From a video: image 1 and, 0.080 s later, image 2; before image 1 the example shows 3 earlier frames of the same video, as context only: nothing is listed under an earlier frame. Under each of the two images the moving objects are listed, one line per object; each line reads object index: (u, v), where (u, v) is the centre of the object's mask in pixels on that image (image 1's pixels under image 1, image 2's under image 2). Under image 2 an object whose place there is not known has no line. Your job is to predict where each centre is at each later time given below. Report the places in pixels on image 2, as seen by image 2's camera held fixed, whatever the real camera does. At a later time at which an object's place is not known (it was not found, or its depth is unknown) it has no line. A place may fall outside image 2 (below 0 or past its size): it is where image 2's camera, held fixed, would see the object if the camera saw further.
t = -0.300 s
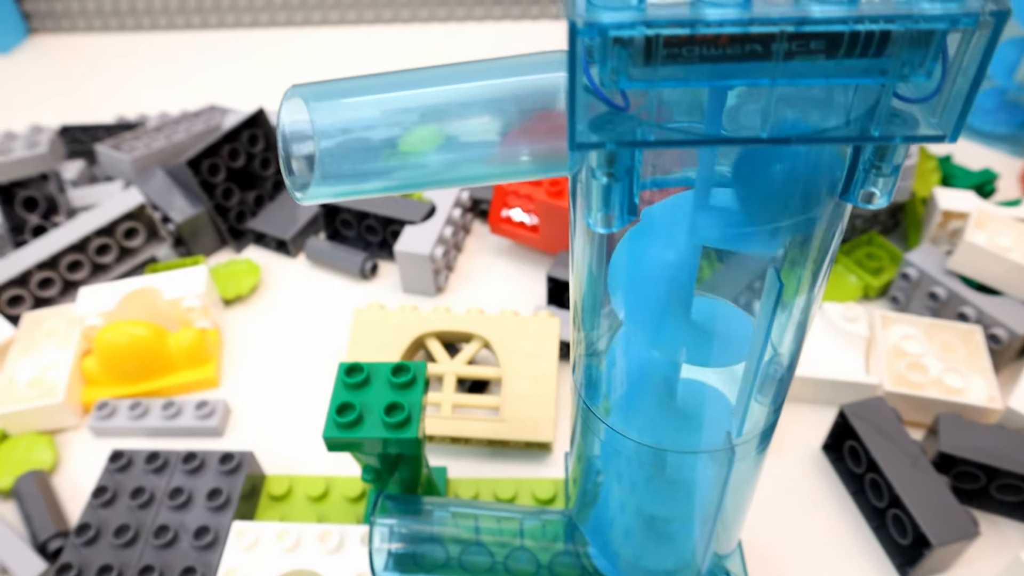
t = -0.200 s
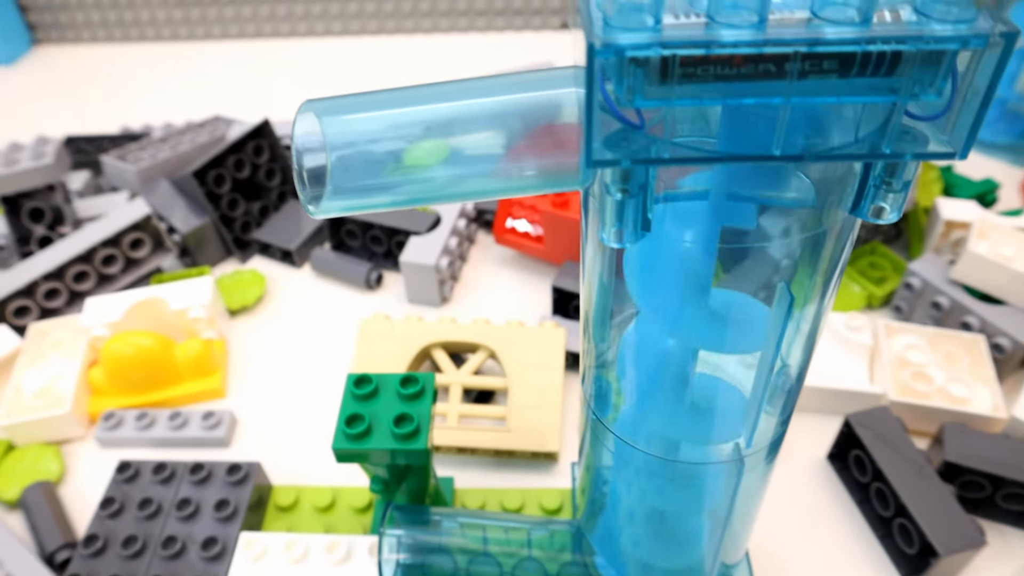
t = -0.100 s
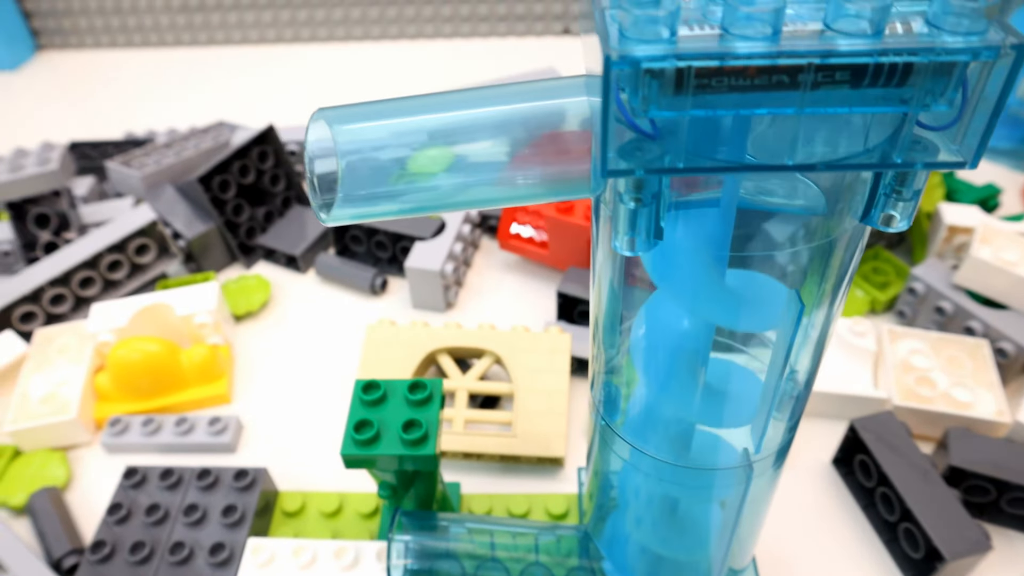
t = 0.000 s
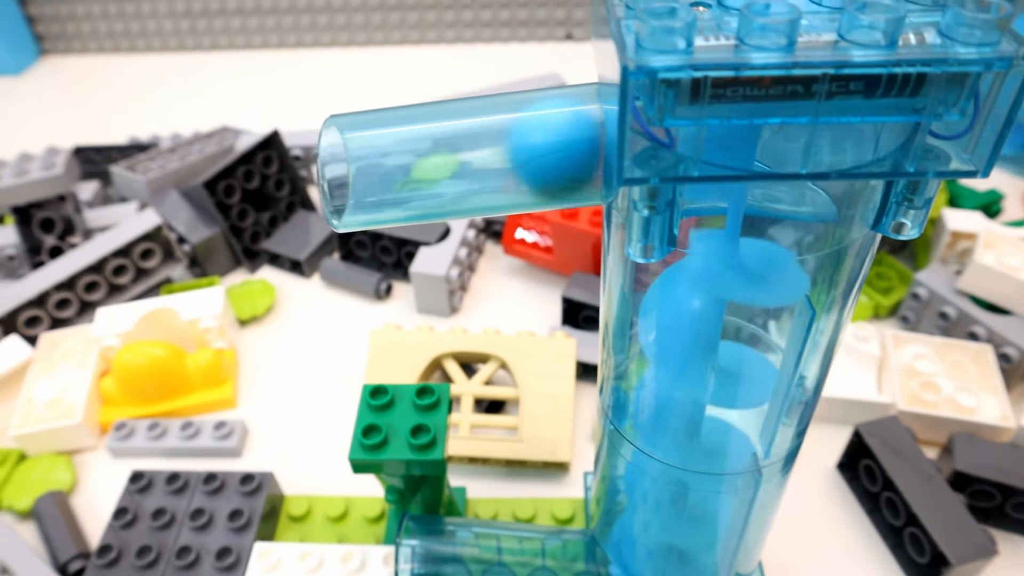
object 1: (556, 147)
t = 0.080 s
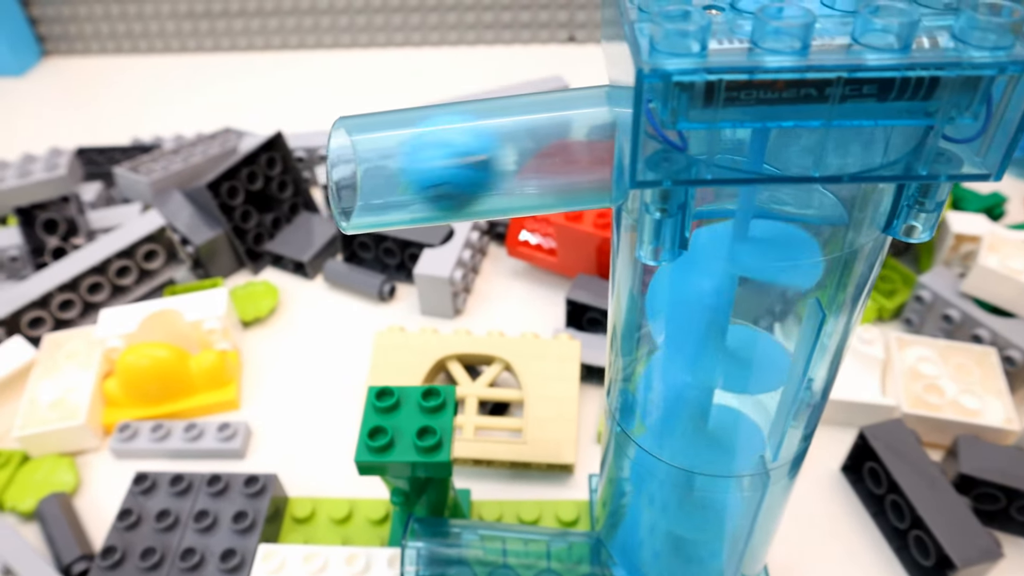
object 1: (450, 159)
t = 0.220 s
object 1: (262, 254)
